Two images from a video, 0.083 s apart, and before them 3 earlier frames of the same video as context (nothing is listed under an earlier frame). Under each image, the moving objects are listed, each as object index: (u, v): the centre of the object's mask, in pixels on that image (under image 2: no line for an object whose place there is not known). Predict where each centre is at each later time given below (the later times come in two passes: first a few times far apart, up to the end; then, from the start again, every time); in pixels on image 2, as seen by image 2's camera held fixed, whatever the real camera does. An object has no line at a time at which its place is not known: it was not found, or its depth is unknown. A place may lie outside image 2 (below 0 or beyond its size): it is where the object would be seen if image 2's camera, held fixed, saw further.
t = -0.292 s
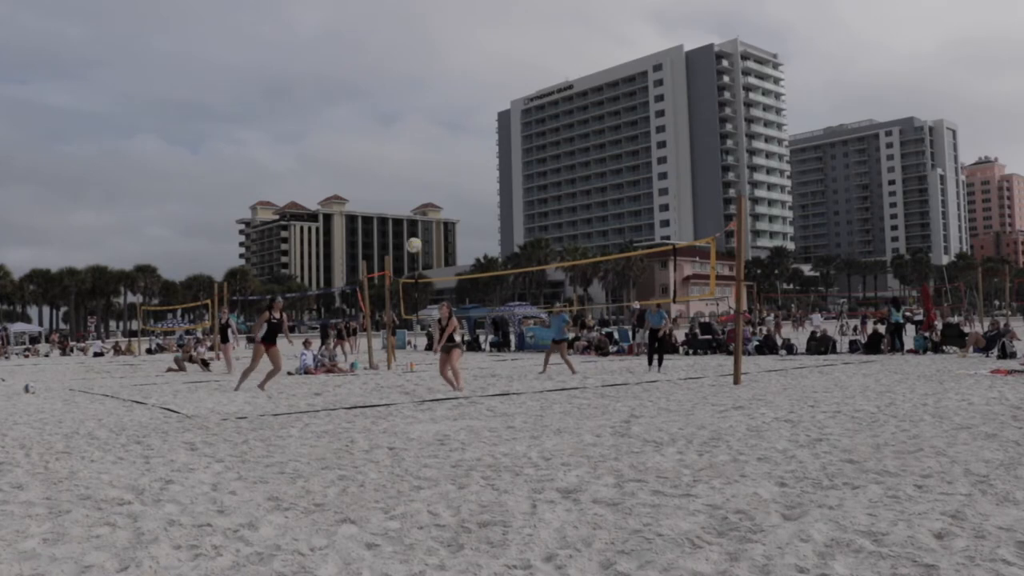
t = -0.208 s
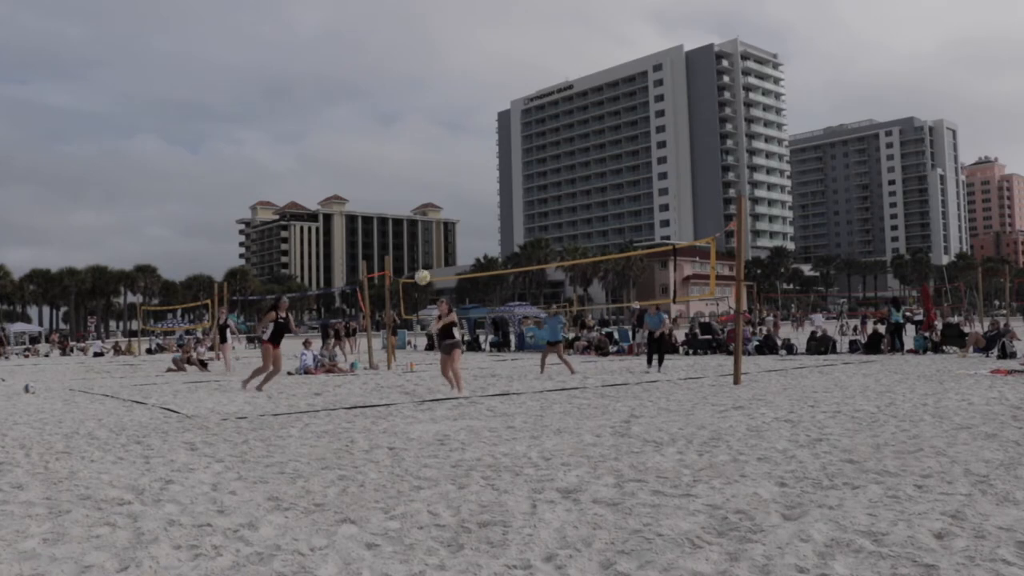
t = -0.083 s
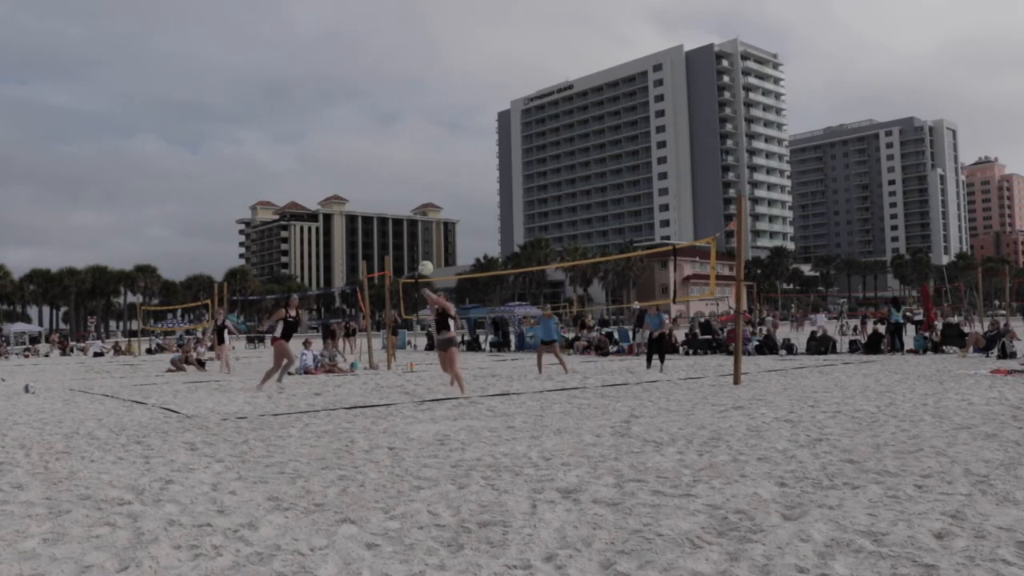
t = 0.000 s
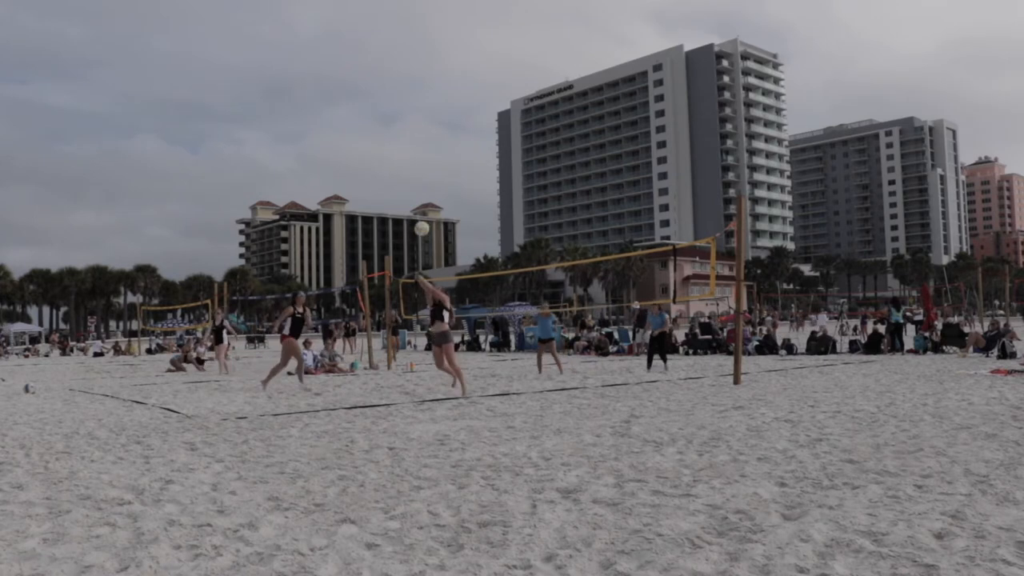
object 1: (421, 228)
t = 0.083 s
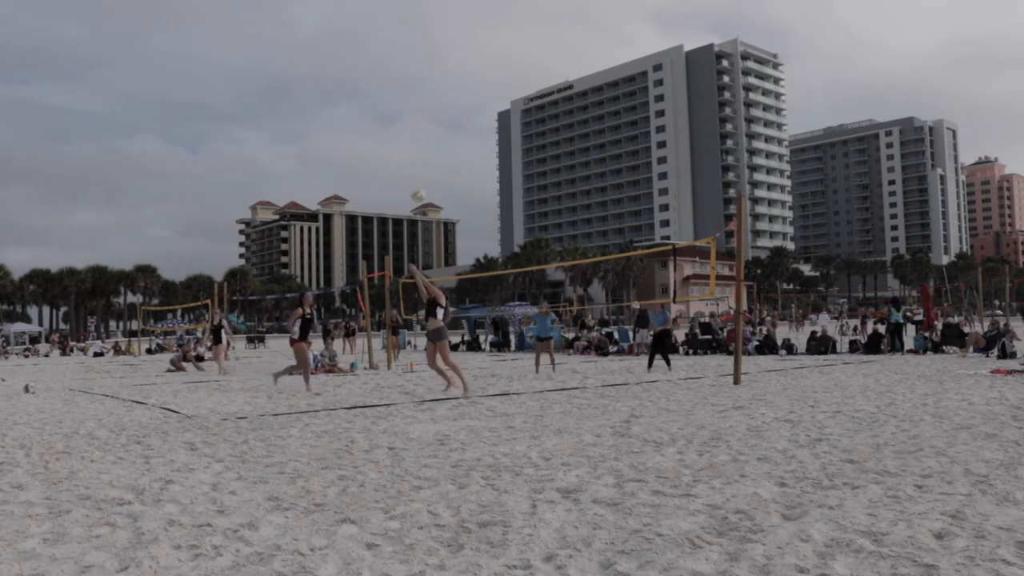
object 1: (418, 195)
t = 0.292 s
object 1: (410, 137)
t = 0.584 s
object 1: (399, 106)
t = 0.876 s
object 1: (389, 123)
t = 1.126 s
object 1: (380, 171)
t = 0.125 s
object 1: (416, 181)
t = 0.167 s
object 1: (414, 168)
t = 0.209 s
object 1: (412, 156)
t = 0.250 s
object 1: (411, 146)
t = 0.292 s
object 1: (410, 137)
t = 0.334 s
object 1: (409, 129)
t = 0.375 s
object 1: (406, 123)
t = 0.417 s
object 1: (405, 117)
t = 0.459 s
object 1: (403, 113)
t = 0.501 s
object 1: (402, 109)
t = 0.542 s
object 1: (401, 108)
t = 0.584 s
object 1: (399, 106)
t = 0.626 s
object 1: (398, 106)
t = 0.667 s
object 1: (397, 106)
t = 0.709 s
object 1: (396, 108)
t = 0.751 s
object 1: (394, 110)
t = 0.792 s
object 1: (393, 114)
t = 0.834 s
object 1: (391, 117)
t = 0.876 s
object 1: (389, 123)
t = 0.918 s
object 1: (387, 129)
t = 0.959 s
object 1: (385, 136)
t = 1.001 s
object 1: (385, 143)
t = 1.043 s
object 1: (384, 151)
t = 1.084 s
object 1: (382, 161)
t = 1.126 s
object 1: (380, 171)
